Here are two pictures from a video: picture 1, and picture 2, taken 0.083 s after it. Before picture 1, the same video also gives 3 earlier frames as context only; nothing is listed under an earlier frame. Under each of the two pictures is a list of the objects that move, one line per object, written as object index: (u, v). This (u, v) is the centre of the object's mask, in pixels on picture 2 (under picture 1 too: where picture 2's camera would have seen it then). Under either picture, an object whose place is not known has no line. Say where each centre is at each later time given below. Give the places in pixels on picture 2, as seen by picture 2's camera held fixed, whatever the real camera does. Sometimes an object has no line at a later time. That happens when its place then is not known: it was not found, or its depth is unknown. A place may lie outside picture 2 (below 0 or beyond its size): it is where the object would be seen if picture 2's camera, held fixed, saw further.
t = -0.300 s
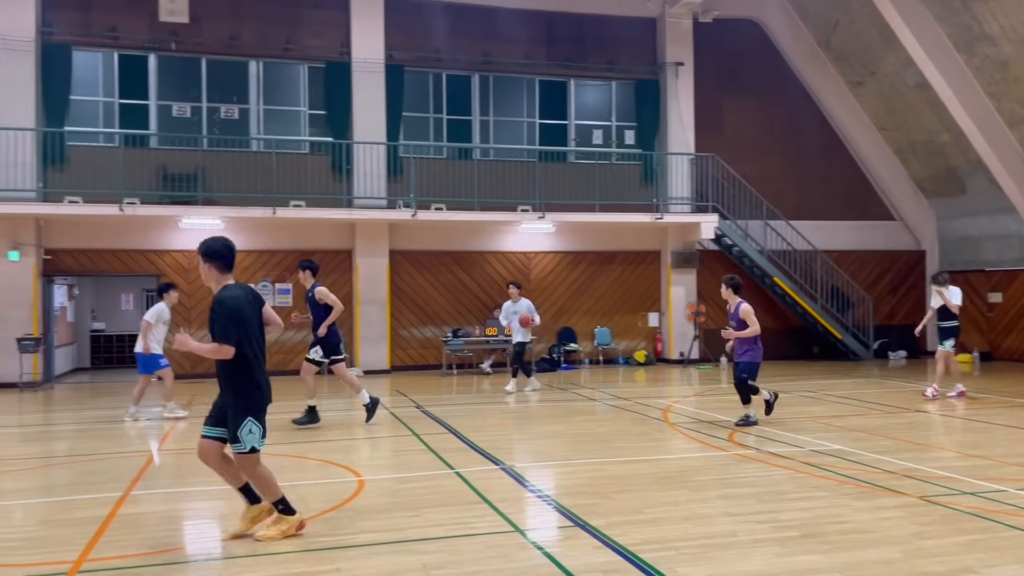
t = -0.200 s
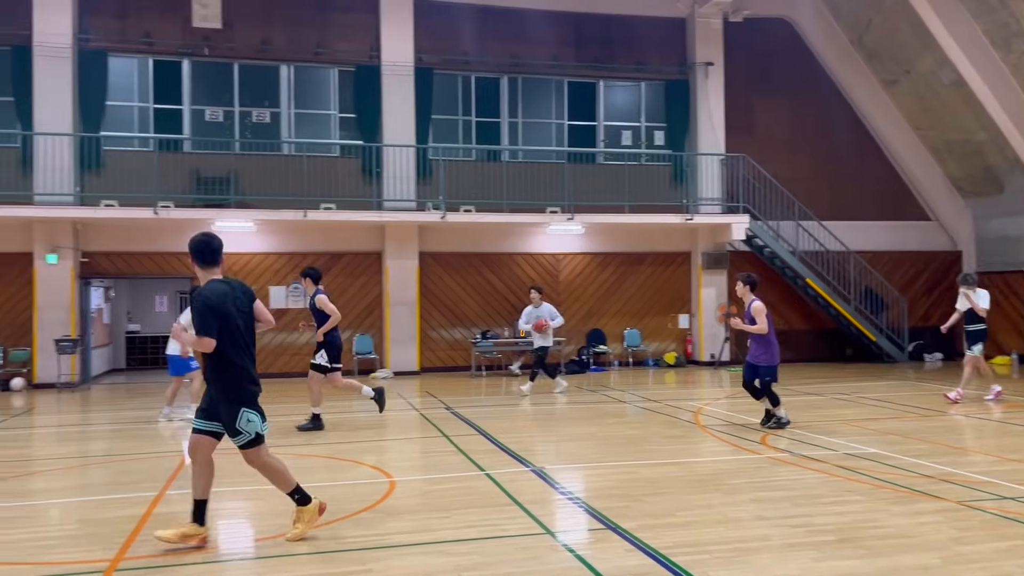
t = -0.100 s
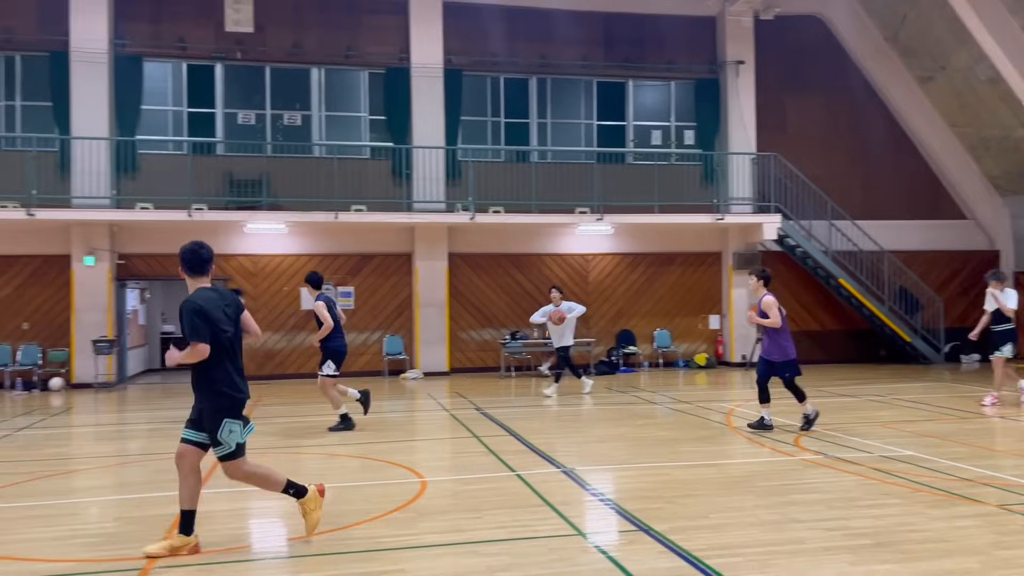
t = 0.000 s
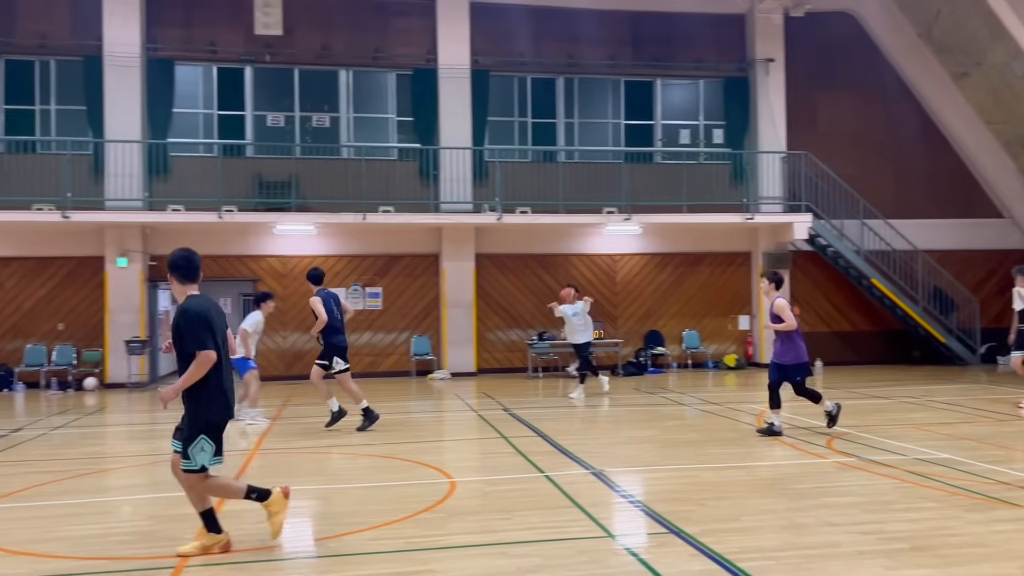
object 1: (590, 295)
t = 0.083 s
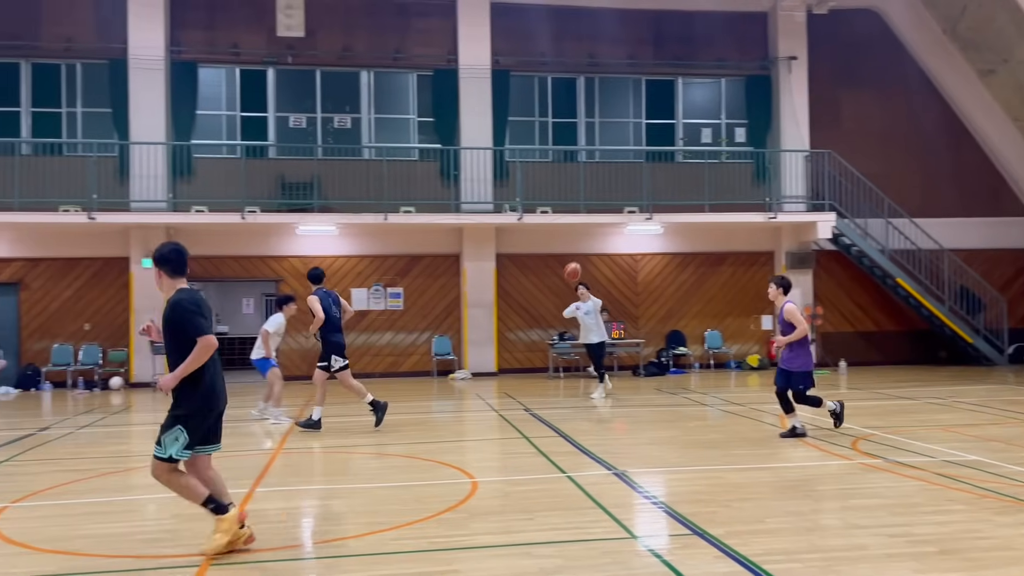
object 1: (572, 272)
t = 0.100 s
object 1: (569, 268)
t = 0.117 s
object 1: (565, 262)
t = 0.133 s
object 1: (562, 258)
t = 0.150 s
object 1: (558, 254)
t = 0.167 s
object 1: (554, 249)
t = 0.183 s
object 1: (551, 244)
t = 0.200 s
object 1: (546, 240)
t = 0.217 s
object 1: (542, 236)
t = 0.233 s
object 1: (538, 233)
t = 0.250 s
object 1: (533, 228)
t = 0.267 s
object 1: (528, 223)
